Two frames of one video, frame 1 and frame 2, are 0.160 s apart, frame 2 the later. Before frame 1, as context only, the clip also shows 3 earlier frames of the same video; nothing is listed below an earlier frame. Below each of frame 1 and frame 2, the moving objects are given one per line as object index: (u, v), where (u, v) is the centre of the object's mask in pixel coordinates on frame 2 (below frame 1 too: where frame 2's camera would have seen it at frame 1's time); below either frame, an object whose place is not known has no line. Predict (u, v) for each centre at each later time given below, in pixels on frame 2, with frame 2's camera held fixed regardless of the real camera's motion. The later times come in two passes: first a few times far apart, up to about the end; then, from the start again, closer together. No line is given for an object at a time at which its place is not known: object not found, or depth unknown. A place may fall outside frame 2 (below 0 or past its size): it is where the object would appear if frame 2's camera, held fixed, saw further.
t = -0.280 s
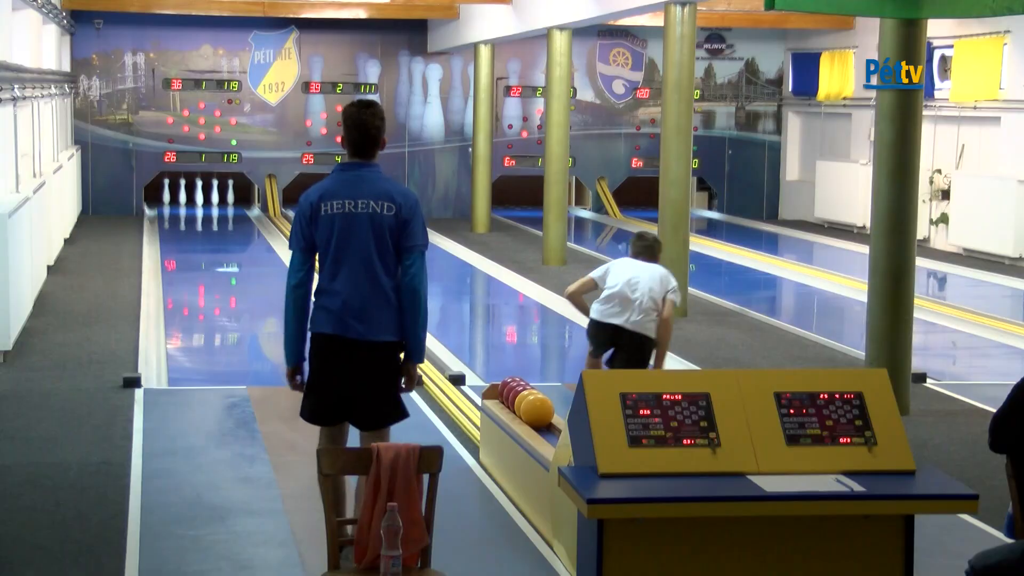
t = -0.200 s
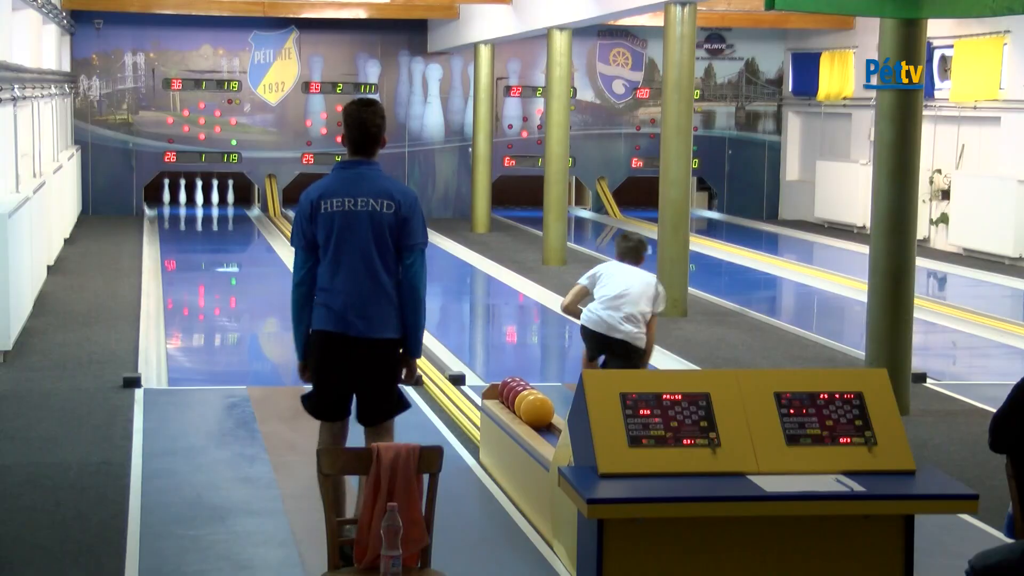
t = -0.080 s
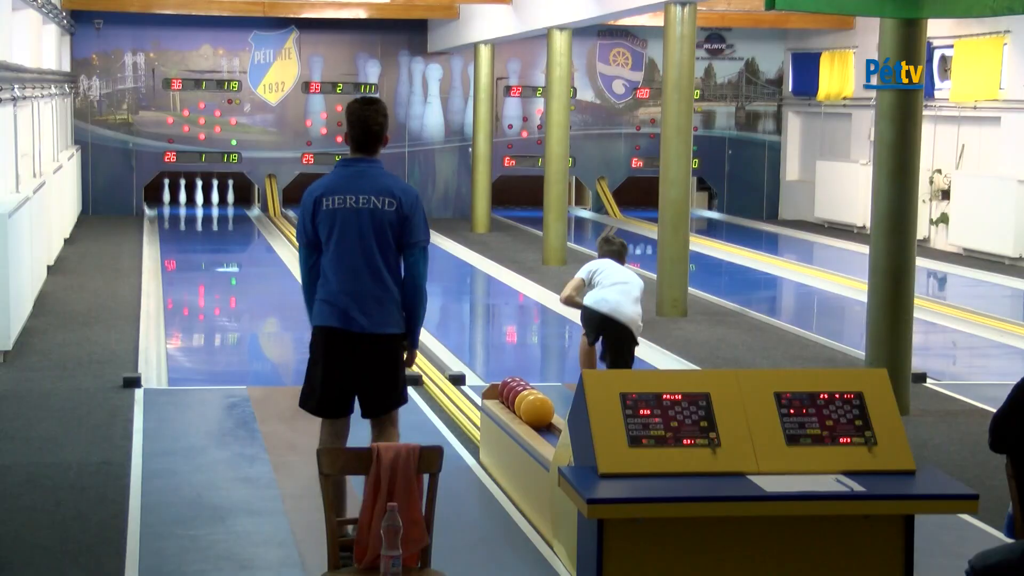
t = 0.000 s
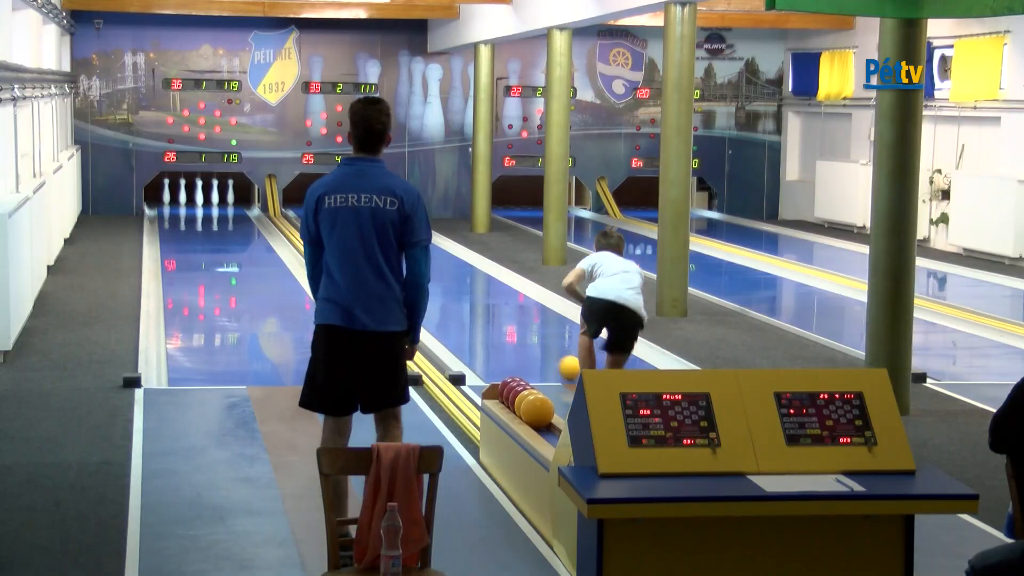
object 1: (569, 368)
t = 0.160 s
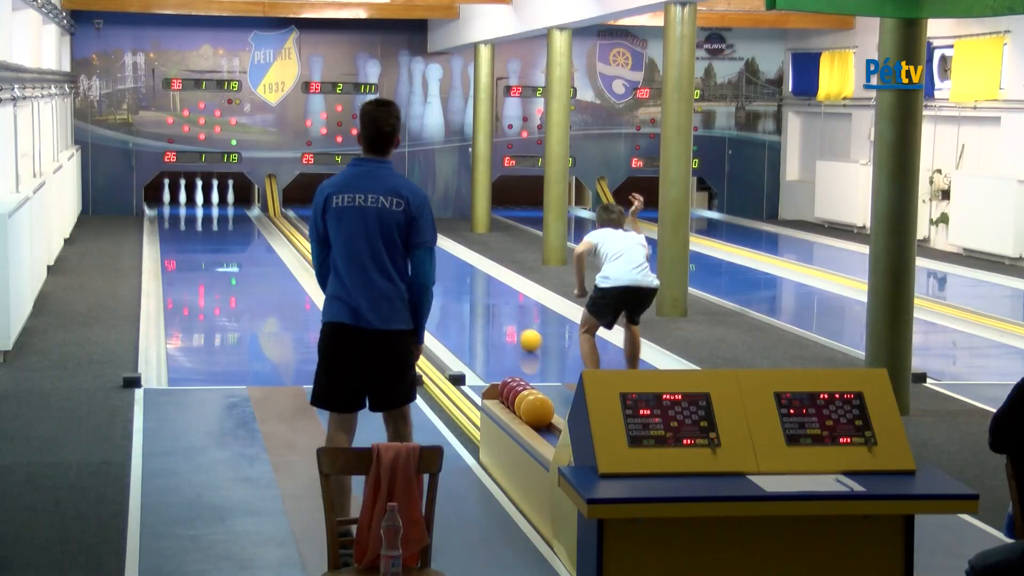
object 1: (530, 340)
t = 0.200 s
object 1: (522, 334)
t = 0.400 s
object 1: (484, 308)
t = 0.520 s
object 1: (468, 295)
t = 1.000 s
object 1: (404, 255)
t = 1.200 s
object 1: (391, 245)
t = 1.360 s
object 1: (379, 237)
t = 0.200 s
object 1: (522, 334)
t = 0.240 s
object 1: (513, 329)
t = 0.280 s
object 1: (505, 323)
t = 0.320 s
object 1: (497, 318)
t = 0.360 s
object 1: (491, 313)
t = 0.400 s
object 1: (484, 308)
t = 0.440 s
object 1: (477, 304)
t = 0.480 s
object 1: (471, 300)
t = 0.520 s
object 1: (468, 295)
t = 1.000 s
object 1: (404, 255)
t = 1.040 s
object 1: (404, 254)
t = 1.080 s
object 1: (401, 252)
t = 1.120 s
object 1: (398, 249)
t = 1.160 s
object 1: (394, 247)
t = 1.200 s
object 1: (391, 245)
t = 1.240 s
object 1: (388, 243)
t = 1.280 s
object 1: (385, 241)
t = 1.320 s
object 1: (382, 239)
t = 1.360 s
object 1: (379, 237)
